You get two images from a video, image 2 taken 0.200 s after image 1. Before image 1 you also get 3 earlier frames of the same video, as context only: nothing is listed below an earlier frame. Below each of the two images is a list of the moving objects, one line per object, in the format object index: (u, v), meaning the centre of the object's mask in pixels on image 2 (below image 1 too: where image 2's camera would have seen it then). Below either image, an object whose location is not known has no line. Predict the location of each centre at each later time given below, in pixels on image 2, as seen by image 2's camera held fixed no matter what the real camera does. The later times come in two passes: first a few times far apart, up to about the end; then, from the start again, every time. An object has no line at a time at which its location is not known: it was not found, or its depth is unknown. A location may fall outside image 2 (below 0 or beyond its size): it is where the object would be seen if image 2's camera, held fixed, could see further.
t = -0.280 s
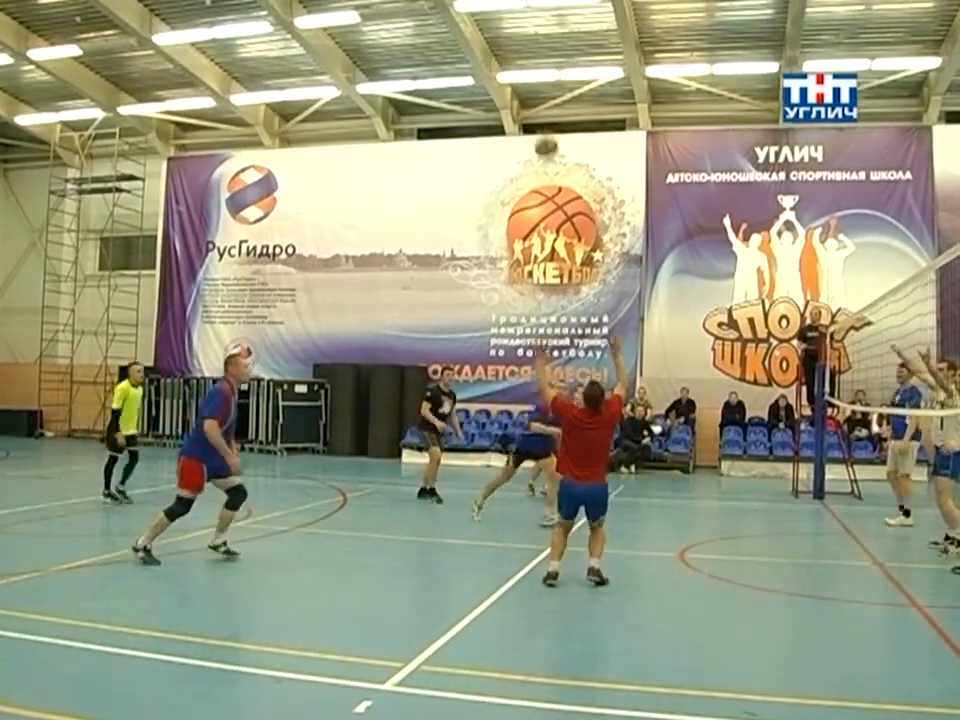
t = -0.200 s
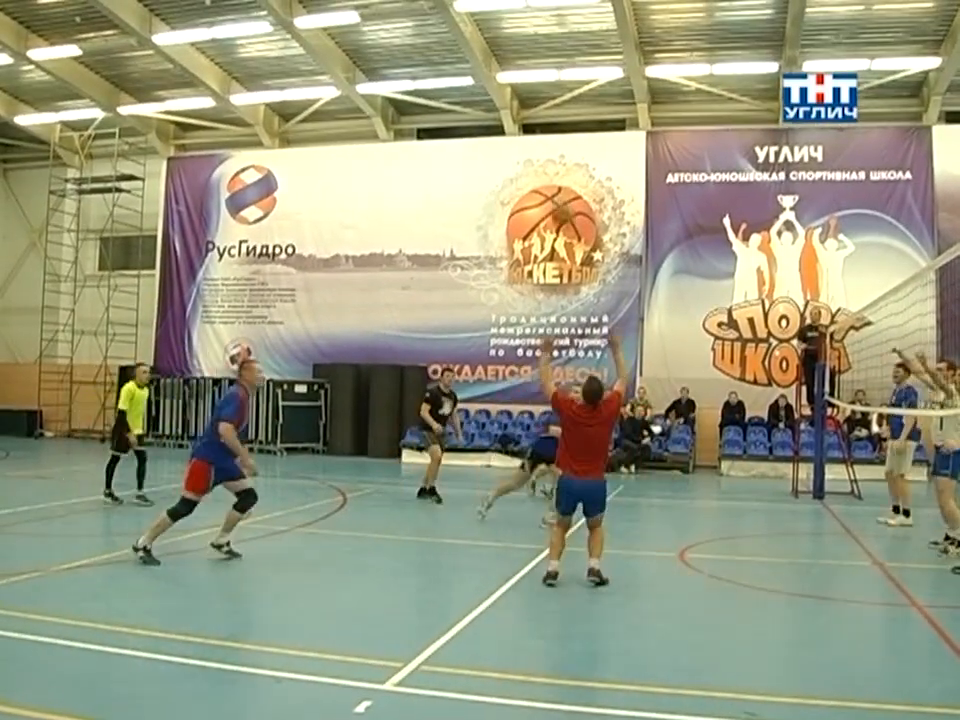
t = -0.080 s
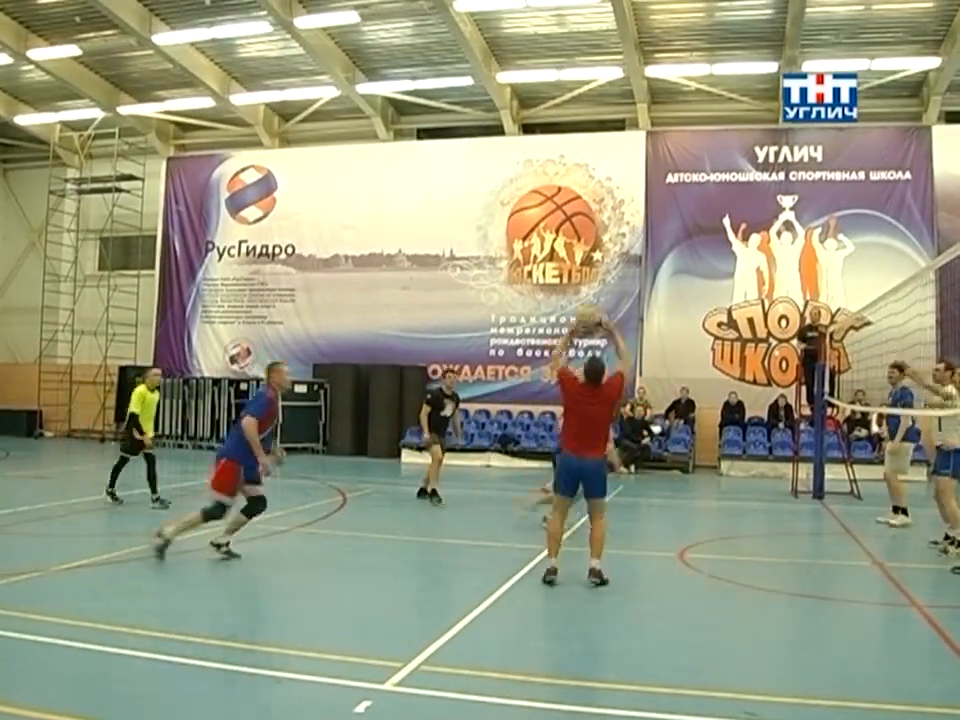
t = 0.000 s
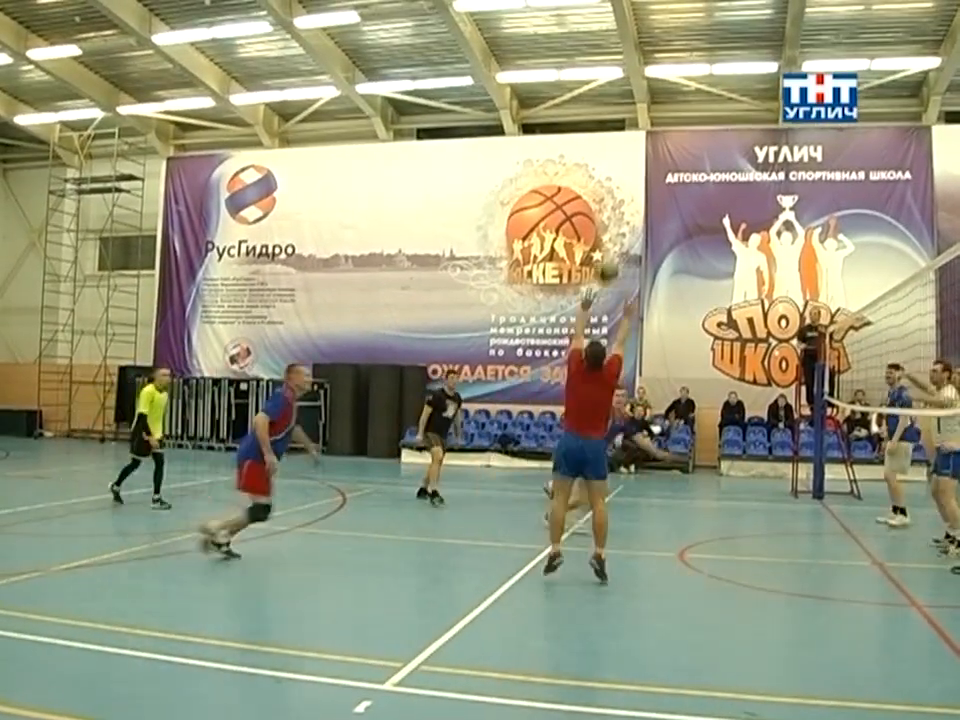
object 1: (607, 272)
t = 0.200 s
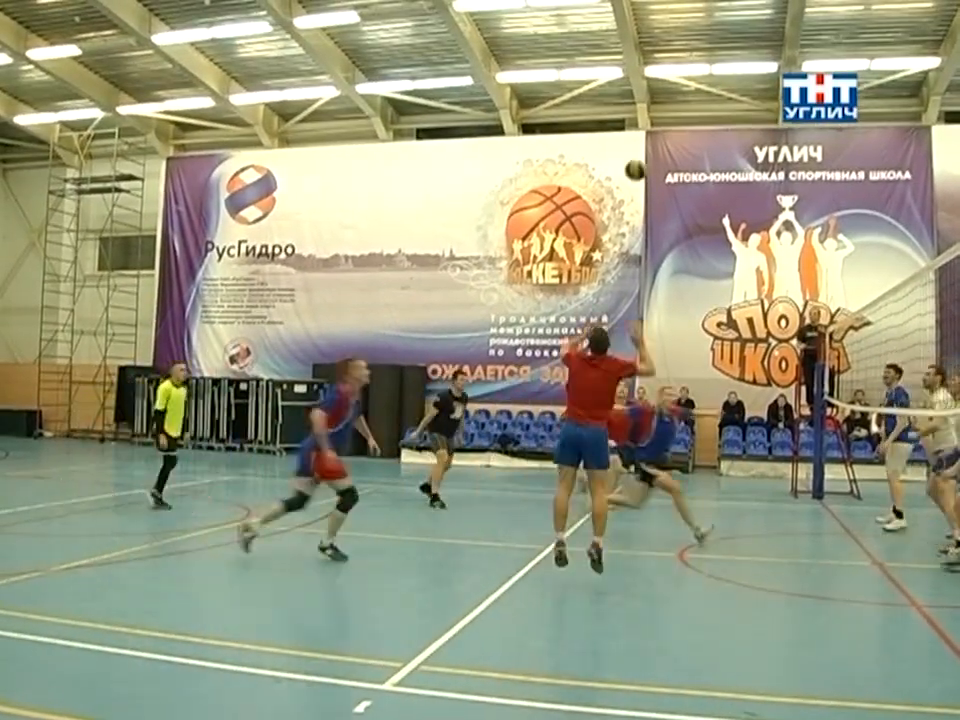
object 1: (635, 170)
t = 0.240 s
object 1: (640, 157)
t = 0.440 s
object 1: (661, 124)
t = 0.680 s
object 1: (683, 134)
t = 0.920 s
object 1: (701, 190)
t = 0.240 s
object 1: (640, 157)
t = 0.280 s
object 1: (644, 147)
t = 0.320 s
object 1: (649, 138)
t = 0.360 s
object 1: (654, 131)
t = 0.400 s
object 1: (658, 127)
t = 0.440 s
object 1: (661, 124)
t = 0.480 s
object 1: (666, 122)
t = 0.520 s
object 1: (669, 122)
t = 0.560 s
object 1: (673, 122)
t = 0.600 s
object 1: (677, 125)
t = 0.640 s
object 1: (680, 129)
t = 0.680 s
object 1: (683, 134)
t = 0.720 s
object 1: (687, 141)
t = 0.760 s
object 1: (690, 149)
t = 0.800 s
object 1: (693, 159)
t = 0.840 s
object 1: (695, 169)
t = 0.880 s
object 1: (698, 179)
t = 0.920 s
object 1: (701, 190)
